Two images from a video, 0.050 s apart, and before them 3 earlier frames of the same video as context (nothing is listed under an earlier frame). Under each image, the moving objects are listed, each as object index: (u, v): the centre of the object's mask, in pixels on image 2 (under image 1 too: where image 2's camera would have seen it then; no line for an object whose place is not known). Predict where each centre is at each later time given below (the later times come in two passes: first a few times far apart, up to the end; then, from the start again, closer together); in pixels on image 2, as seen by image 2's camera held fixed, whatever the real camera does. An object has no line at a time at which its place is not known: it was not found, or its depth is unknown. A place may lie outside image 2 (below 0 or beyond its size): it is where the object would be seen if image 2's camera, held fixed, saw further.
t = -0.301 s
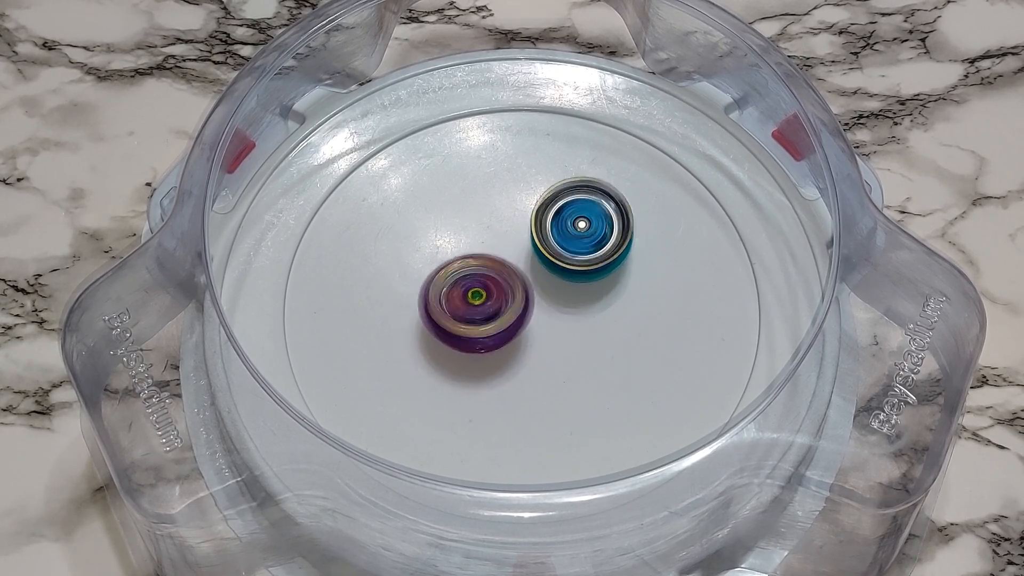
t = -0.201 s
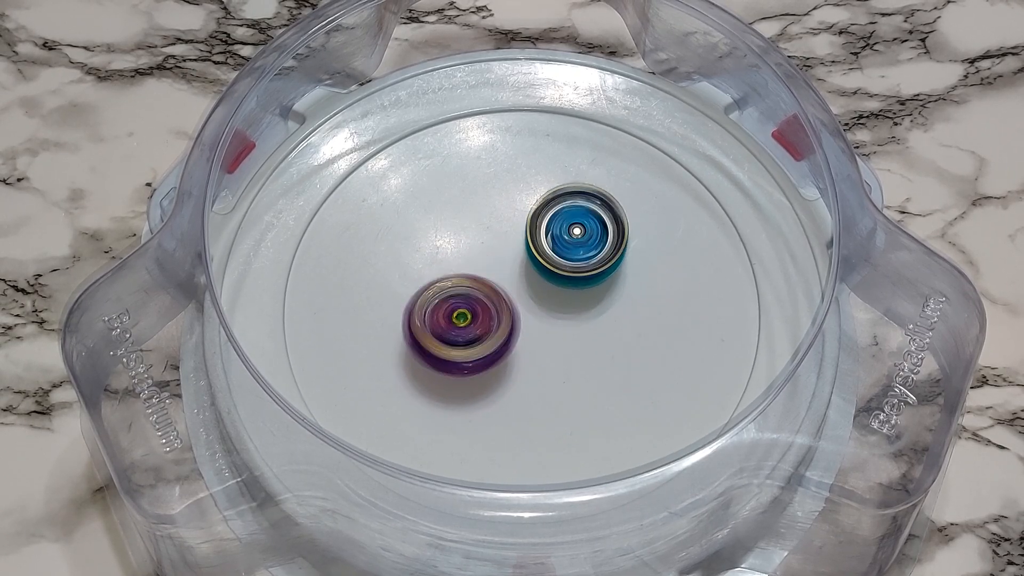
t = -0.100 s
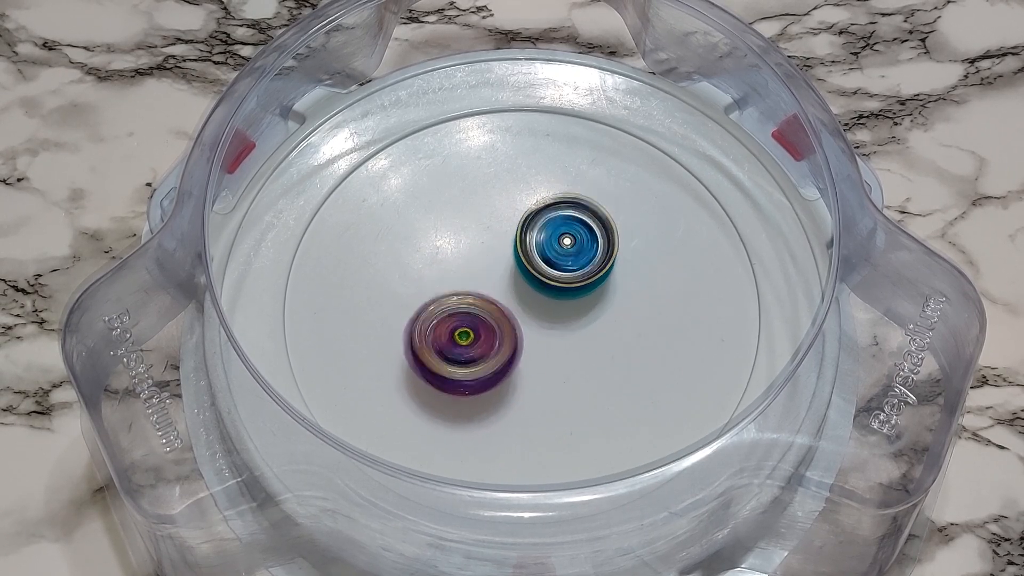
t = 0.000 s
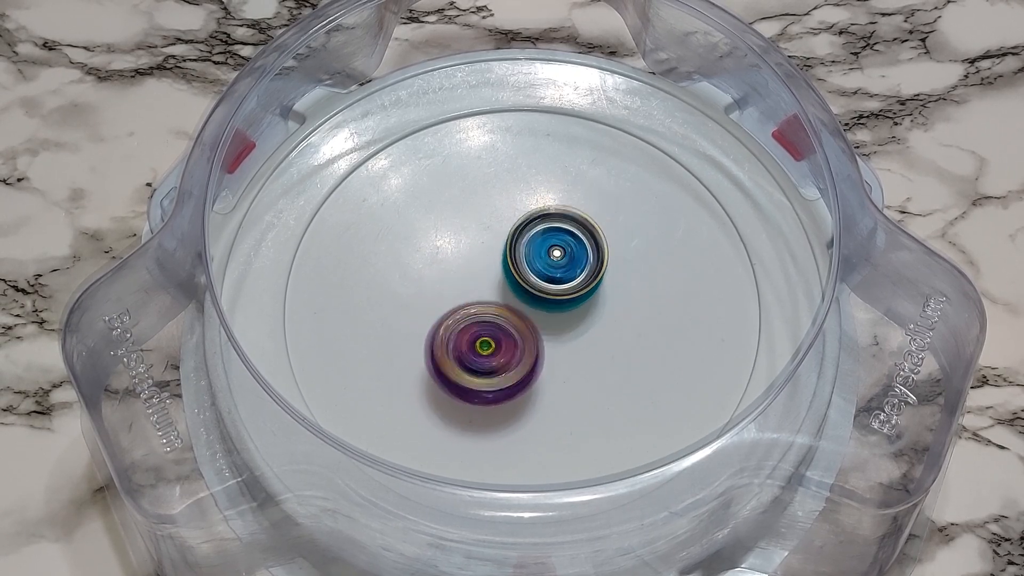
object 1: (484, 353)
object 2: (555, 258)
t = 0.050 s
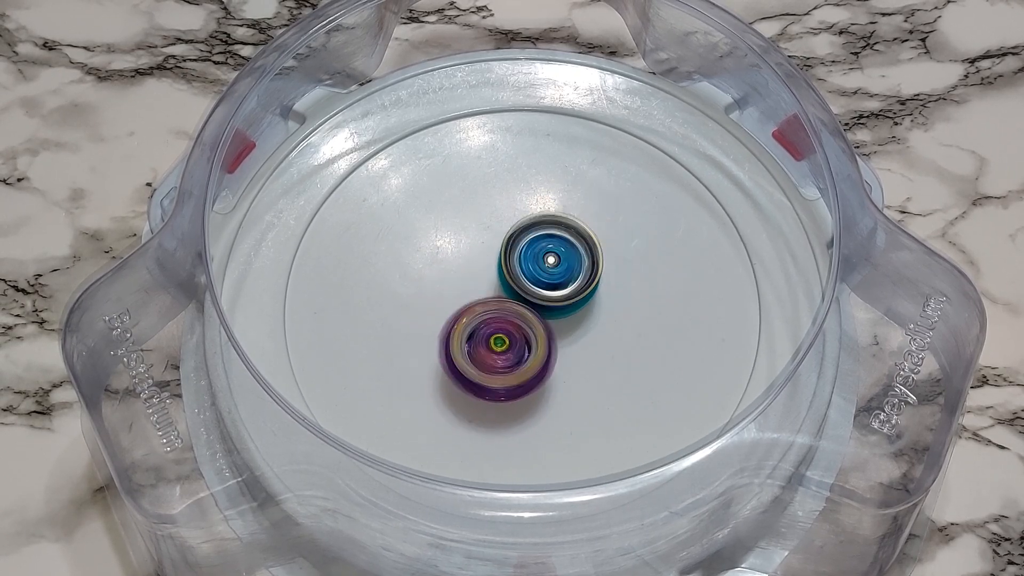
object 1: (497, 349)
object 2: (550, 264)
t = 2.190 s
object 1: (457, 362)
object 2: (497, 178)
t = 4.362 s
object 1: (475, 304)
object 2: (576, 207)
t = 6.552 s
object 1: (479, 302)
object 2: (588, 252)
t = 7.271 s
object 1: (475, 281)
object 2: (585, 323)
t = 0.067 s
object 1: (500, 354)
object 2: (550, 262)
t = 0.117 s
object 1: (508, 371)
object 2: (552, 243)
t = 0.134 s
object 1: (513, 376)
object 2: (553, 240)
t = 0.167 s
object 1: (522, 381)
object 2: (551, 238)
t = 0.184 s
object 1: (528, 383)
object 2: (551, 238)
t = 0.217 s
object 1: (540, 383)
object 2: (551, 239)
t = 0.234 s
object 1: (546, 381)
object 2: (550, 241)
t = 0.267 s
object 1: (557, 375)
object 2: (551, 243)
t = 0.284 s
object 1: (562, 370)
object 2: (550, 244)
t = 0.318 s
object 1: (568, 359)
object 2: (549, 247)
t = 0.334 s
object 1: (570, 353)
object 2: (549, 249)
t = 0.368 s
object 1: (573, 343)
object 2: (547, 249)
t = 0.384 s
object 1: (580, 350)
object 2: (539, 238)
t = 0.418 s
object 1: (590, 360)
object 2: (526, 218)
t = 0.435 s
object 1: (595, 363)
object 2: (520, 211)
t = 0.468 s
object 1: (605, 364)
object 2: (511, 200)
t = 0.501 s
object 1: (614, 362)
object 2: (506, 195)
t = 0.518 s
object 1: (617, 361)
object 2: (505, 195)
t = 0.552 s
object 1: (623, 355)
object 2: (505, 195)
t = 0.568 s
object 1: (624, 350)
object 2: (505, 195)
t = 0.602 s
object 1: (625, 341)
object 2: (504, 195)
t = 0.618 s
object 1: (624, 335)
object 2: (504, 195)
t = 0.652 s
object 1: (617, 325)
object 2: (503, 196)
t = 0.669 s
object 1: (614, 320)
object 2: (503, 197)
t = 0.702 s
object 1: (604, 312)
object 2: (502, 200)
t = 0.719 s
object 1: (597, 308)
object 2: (502, 201)
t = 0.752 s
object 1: (584, 301)
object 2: (502, 204)
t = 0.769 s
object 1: (576, 298)
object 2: (502, 206)
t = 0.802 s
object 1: (561, 293)
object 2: (502, 209)
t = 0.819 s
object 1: (556, 291)
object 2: (501, 210)
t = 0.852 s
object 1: (556, 305)
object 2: (489, 199)
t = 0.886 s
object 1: (555, 317)
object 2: (479, 192)
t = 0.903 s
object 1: (554, 322)
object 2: (476, 191)
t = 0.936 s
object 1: (554, 333)
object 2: (474, 192)
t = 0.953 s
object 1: (555, 339)
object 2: (475, 194)
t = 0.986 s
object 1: (557, 349)
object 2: (476, 197)
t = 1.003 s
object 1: (558, 354)
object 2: (477, 199)
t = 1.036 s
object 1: (563, 362)
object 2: (478, 204)
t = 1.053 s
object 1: (566, 365)
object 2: (479, 206)
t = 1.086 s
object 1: (571, 369)
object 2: (481, 210)
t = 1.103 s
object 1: (574, 368)
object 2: (482, 212)
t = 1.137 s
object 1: (578, 368)
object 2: (485, 218)
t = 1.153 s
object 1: (580, 366)
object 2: (487, 220)
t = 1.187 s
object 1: (581, 361)
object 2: (491, 226)
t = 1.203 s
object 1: (581, 358)
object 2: (493, 229)
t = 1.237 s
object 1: (579, 351)
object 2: (497, 235)
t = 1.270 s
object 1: (573, 342)
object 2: (502, 241)
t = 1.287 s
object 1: (569, 337)
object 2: (505, 243)
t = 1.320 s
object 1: (562, 331)
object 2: (509, 246)
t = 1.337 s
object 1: (565, 340)
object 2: (502, 237)
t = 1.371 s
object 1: (575, 356)
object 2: (487, 216)
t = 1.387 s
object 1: (578, 361)
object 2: (480, 207)
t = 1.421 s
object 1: (588, 370)
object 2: (469, 195)
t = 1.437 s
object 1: (592, 373)
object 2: (465, 192)
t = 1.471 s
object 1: (602, 379)
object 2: (459, 190)
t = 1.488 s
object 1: (607, 381)
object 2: (457, 191)
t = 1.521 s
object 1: (616, 382)
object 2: (456, 193)
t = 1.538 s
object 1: (621, 381)
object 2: (457, 194)
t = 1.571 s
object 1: (627, 375)
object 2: (458, 196)
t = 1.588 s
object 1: (629, 371)
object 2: (458, 197)
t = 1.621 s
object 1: (628, 362)
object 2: (460, 200)
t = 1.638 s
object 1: (624, 357)
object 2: (461, 201)
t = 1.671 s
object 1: (617, 347)
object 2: (464, 202)
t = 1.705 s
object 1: (606, 337)
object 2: (467, 203)
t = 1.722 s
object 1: (599, 333)
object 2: (469, 202)
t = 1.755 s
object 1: (587, 324)
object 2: (471, 203)
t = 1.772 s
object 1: (580, 320)
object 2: (473, 203)
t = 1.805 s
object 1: (566, 313)
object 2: (477, 204)
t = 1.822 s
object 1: (559, 310)
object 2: (479, 204)
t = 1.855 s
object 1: (546, 304)
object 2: (483, 205)
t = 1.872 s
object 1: (540, 301)
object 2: (485, 205)
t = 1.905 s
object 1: (527, 297)
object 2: (489, 206)
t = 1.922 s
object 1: (521, 303)
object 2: (490, 198)
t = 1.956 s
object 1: (511, 317)
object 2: (491, 181)
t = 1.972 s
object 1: (506, 321)
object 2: (492, 175)
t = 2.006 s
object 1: (496, 329)
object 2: (495, 167)
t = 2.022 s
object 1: (492, 332)
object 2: (496, 166)
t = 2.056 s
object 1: (483, 338)
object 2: (498, 167)
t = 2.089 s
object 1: (475, 344)
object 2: (498, 168)
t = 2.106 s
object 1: (471, 347)
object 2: (498, 169)
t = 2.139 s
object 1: (464, 353)
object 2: (497, 172)
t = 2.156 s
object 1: (461, 356)
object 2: (497, 174)
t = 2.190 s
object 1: (457, 362)
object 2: (497, 178)
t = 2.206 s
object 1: (456, 364)
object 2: (497, 180)
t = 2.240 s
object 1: (454, 369)
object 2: (497, 184)
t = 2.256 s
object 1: (454, 371)
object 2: (497, 186)
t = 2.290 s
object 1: (456, 373)
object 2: (497, 190)
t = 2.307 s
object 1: (459, 373)
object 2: (498, 192)
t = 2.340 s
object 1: (465, 372)
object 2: (499, 196)
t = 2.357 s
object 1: (468, 371)
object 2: (499, 197)
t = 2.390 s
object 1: (474, 365)
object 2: (501, 200)
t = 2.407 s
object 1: (478, 362)
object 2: (503, 200)
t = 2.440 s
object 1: (483, 354)
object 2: (505, 201)
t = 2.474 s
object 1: (489, 344)
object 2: (507, 201)
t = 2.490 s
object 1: (491, 338)
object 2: (507, 200)
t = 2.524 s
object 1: (495, 328)
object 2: (507, 202)
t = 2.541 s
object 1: (497, 322)
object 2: (508, 204)
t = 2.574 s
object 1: (500, 311)
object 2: (511, 206)
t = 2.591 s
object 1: (502, 306)
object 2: (512, 207)
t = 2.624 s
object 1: (501, 307)
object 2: (516, 199)
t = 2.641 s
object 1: (501, 310)
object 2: (518, 193)
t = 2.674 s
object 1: (503, 311)
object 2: (521, 188)
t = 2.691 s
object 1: (505, 312)
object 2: (522, 187)
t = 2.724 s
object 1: (508, 312)
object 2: (526, 189)
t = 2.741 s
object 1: (509, 313)
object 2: (528, 189)
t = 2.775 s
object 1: (513, 311)
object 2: (532, 190)
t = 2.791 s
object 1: (515, 311)
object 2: (534, 191)
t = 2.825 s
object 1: (518, 308)
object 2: (537, 192)
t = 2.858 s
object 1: (522, 304)
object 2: (542, 194)
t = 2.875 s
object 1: (524, 301)
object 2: (543, 195)
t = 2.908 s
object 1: (526, 296)
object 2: (547, 196)
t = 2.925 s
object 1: (527, 294)
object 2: (549, 197)
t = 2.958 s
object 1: (524, 306)
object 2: (554, 183)
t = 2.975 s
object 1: (523, 318)
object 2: (556, 171)
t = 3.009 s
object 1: (521, 337)
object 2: (561, 151)
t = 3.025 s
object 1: (521, 344)
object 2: (564, 144)
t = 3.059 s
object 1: (521, 355)
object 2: (568, 135)
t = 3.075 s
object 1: (522, 359)
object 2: (569, 134)
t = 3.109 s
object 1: (524, 368)
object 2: (572, 135)
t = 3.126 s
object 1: (525, 372)
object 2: (572, 136)
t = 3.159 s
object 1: (527, 381)
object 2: (570, 139)
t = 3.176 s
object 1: (530, 388)
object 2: (568, 144)
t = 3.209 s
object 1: (533, 395)
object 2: (566, 150)
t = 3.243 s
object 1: (539, 400)
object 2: (563, 156)
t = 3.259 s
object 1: (541, 401)
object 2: (563, 160)
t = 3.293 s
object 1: (546, 400)
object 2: (562, 167)
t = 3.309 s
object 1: (549, 399)
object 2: (562, 170)
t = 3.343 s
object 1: (552, 395)
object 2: (562, 176)
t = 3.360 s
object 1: (553, 392)
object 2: (563, 179)
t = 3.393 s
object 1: (555, 382)
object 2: (564, 184)
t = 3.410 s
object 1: (554, 376)
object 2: (565, 187)
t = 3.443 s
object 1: (553, 367)
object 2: (565, 191)
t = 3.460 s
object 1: (551, 361)
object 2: (565, 194)
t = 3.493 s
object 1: (548, 351)
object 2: (565, 199)
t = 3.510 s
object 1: (546, 346)
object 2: (565, 202)
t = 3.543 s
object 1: (542, 335)
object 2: (565, 208)
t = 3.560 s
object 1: (540, 331)
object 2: (566, 212)
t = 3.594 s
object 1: (536, 320)
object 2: (567, 219)
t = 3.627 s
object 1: (531, 316)
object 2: (567, 221)
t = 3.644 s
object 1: (530, 316)
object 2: (566, 219)
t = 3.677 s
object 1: (525, 313)
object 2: (564, 218)
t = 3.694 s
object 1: (523, 310)
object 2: (564, 218)
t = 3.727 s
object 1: (513, 304)
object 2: (567, 215)
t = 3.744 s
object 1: (508, 302)
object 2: (568, 214)
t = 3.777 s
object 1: (498, 299)
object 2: (568, 213)
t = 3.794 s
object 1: (493, 298)
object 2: (568, 214)
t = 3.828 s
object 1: (484, 295)
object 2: (568, 214)
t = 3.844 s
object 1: (479, 294)
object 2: (568, 214)
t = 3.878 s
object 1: (469, 292)
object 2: (568, 214)
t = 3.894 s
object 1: (465, 291)
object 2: (567, 215)
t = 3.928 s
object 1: (456, 290)
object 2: (567, 215)
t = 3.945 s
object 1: (451, 290)
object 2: (567, 216)
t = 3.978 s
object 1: (443, 290)
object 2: (567, 216)
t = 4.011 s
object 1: (438, 292)
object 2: (566, 217)
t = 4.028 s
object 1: (437, 293)
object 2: (566, 217)
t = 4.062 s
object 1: (436, 295)
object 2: (565, 217)
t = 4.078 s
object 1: (436, 296)
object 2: (565, 218)
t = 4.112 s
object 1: (438, 298)
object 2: (564, 218)
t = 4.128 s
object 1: (440, 298)
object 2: (564, 218)
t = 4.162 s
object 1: (445, 299)
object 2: (563, 219)
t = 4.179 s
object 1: (449, 299)
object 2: (562, 219)
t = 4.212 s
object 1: (456, 299)
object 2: (562, 220)
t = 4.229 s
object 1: (461, 298)
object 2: (561, 220)
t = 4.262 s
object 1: (470, 297)
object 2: (560, 221)
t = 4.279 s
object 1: (475, 295)
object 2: (560, 221)
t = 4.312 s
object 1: (481, 293)
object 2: (561, 220)
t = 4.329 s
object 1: (478, 296)
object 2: (566, 214)
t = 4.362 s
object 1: (475, 304)
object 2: (576, 207)
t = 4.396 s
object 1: (475, 310)
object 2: (584, 205)
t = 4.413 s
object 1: (475, 314)
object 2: (587, 206)
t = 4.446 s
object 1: (479, 322)
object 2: (592, 208)
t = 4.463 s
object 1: (482, 325)
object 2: (594, 209)
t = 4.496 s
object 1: (489, 331)
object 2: (596, 211)
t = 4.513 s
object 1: (493, 332)
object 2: (596, 212)
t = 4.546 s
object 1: (503, 334)
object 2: (597, 213)
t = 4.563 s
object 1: (507, 334)
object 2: (597, 213)
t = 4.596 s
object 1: (517, 332)
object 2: (596, 215)
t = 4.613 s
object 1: (521, 330)
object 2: (596, 215)
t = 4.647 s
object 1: (530, 324)
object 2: (595, 216)
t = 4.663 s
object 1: (533, 322)
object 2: (595, 216)
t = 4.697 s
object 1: (539, 314)
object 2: (594, 217)
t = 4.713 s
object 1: (542, 311)
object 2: (593, 217)
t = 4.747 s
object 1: (542, 306)
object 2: (594, 215)
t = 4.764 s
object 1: (542, 306)
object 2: (595, 212)
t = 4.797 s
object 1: (540, 305)
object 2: (595, 210)
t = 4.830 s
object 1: (537, 305)
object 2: (593, 211)
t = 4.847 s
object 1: (536, 305)
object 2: (592, 212)
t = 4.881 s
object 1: (534, 303)
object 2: (590, 213)
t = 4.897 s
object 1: (532, 303)
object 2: (589, 214)
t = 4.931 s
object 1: (528, 302)
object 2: (587, 215)
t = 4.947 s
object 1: (526, 301)
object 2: (586, 216)
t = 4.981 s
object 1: (518, 303)
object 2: (587, 215)
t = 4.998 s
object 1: (515, 306)
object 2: (587, 214)
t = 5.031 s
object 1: (508, 310)
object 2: (586, 213)
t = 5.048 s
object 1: (504, 312)
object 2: (586, 214)
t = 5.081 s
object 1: (497, 317)
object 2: (586, 217)
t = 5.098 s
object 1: (494, 319)
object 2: (586, 218)
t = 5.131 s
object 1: (488, 324)
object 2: (586, 222)
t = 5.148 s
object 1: (485, 327)
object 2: (587, 224)
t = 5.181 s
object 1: (481, 332)
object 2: (589, 227)
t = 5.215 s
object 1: (478, 337)
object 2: (590, 228)
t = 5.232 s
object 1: (478, 339)
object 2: (590, 229)
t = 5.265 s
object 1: (478, 342)
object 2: (588, 230)
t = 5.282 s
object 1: (480, 343)
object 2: (588, 231)
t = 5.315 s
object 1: (482, 344)
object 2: (586, 234)
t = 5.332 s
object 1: (483, 344)
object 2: (585, 236)
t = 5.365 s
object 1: (487, 343)
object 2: (584, 239)
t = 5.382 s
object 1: (489, 342)
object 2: (583, 241)
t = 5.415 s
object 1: (494, 338)
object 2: (582, 246)
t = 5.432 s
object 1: (496, 335)
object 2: (581, 248)
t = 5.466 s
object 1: (501, 329)
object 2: (580, 252)
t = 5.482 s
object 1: (502, 326)
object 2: (579, 254)
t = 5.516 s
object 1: (501, 328)
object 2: (580, 248)
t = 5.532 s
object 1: (500, 328)
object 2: (581, 246)
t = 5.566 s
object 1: (501, 326)
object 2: (578, 243)
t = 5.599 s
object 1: (501, 324)
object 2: (576, 243)
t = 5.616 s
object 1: (501, 323)
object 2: (576, 243)
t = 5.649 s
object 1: (503, 321)
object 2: (576, 244)
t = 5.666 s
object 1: (502, 319)
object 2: (577, 244)
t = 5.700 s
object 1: (501, 317)
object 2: (579, 241)
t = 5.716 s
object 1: (500, 317)
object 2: (580, 240)
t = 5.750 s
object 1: (498, 316)
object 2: (579, 238)
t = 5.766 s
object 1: (497, 316)
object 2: (578, 238)
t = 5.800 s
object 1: (494, 313)
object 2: (574, 237)
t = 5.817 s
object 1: (494, 312)
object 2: (573, 238)
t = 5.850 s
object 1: (492, 310)
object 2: (570, 239)
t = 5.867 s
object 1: (490, 309)
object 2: (570, 239)
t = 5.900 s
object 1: (480, 315)
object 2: (576, 230)
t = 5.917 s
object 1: (474, 318)
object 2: (578, 227)
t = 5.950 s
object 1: (467, 322)
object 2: (580, 224)
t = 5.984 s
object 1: (463, 325)
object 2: (580, 225)
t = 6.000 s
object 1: (462, 326)
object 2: (579, 226)
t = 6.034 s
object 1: (458, 329)
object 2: (578, 228)
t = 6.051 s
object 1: (455, 331)
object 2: (577, 229)
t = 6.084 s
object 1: (453, 334)
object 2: (575, 233)
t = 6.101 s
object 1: (451, 335)
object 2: (575, 235)
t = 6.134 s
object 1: (451, 336)
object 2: (575, 239)
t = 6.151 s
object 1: (451, 337)
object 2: (576, 240)
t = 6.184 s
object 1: (452, 338)
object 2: (578, 244)
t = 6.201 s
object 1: (453, 337)
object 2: (579, 244)
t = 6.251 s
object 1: (458, 336)
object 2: (583, 246)
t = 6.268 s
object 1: (462, 334)
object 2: (582, 247)
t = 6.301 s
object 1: (468, 332)
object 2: (581, 247)
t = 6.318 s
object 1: (470, 329)
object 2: (580, 248)
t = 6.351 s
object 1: (477, 324)
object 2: (579, 252)
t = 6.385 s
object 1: (485, 318)
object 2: (579, 255)
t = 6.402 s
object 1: (488, 315)
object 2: (578, 256)
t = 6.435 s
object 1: (482, 312)
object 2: (586, 253)
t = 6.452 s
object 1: (482, 312)
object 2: (588, 252)
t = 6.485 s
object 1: (480, 308)
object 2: (587, 251)
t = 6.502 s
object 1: (480, 307)
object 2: (587, 251)
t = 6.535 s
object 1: (479, 304)
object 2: (587, 252)
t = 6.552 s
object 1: (479, 302)
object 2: (588, 252)
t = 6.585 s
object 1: (479, 298)
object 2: (586, 253)
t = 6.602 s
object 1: (479, 297)
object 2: (586, 253)
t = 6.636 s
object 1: (480, 292)
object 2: (587, 255)
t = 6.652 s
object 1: (479, 290)
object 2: (588, 255)
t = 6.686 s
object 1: (478, 287)
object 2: (589, 257)
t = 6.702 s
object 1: (477, 285)
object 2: (588, 257)
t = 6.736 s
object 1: (474, 281)
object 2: (589, 258)
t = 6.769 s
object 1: (473, 278)
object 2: (589, 259)
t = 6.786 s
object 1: (472, 277)
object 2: (588, 259)
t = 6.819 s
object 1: (473, 275)
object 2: (589, 260)
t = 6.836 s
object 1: (473, 274)
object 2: (589, 261)
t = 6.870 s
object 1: (474, 273)
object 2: (588, 262)
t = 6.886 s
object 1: (475, 271)
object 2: (589, 263)
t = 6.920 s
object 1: (471, 268)
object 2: (595, 264)
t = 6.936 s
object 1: (468, 268)
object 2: (599, 265)
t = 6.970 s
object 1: (464, 268)
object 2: (605, 269)
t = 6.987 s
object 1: (461, 268)
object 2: (606, 271)
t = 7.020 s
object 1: (459, 269)
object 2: (605, 278)
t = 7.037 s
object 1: (458, 270)
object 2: (605, 281)
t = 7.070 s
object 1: (456, 270)
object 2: (605, 287)
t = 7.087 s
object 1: (457, 271)
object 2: (604, 289)
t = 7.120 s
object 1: (456, 273)
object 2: (602, 296)
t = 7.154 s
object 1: (458, 275)
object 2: (600, 302)
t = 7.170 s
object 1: (460, 277)
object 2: (598, 304)
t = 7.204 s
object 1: (463, 279)
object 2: (593, 310)
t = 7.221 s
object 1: (466, 280)
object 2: (591, 313)
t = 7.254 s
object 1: (475, 283)
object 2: (584, 319)
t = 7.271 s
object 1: (475, 281)
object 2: (585, 323)
